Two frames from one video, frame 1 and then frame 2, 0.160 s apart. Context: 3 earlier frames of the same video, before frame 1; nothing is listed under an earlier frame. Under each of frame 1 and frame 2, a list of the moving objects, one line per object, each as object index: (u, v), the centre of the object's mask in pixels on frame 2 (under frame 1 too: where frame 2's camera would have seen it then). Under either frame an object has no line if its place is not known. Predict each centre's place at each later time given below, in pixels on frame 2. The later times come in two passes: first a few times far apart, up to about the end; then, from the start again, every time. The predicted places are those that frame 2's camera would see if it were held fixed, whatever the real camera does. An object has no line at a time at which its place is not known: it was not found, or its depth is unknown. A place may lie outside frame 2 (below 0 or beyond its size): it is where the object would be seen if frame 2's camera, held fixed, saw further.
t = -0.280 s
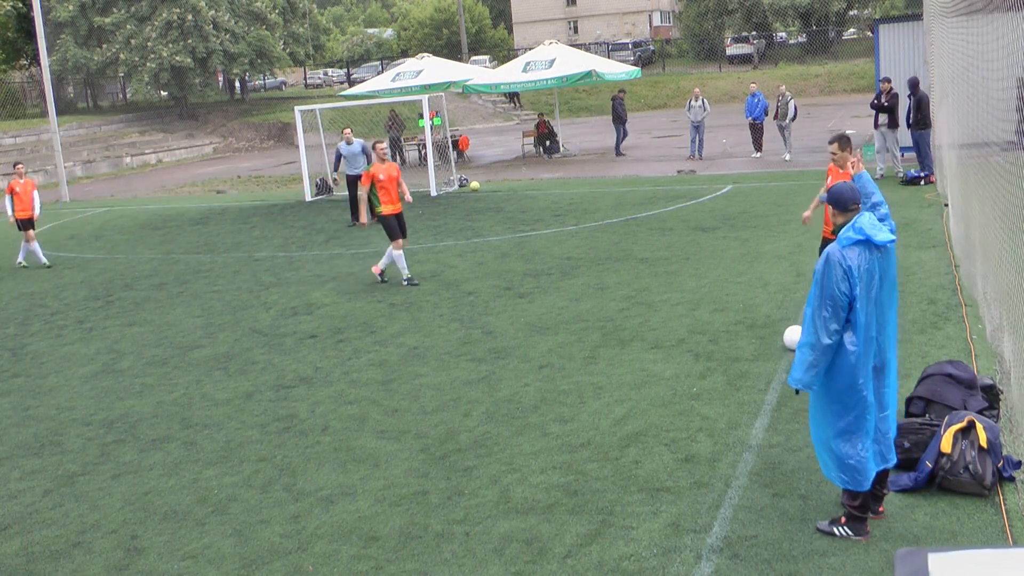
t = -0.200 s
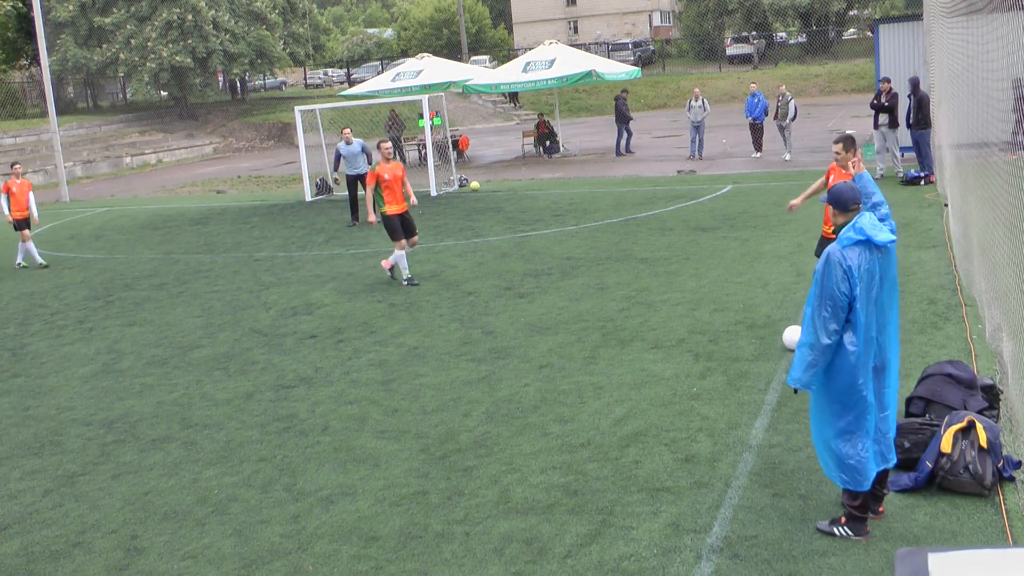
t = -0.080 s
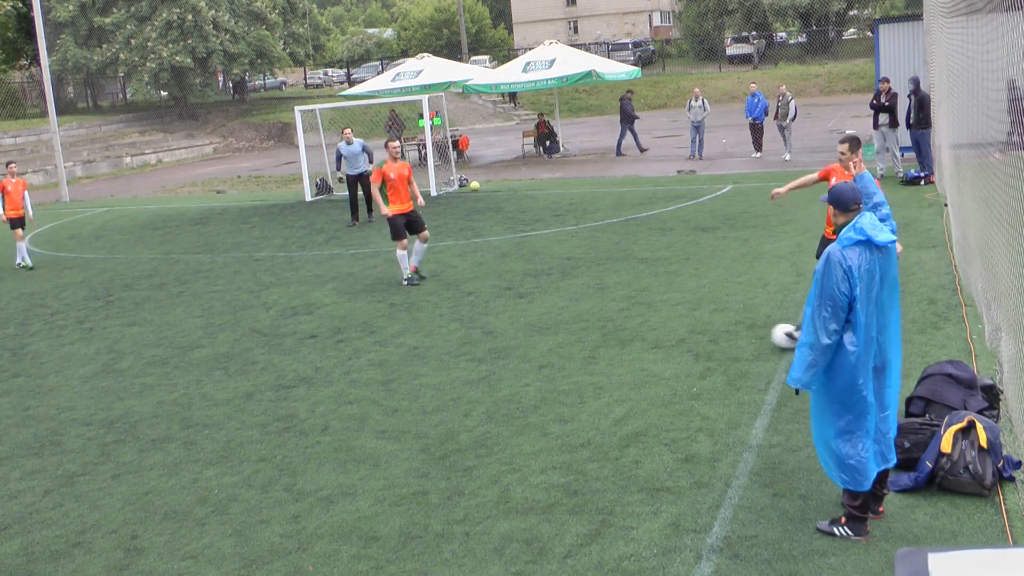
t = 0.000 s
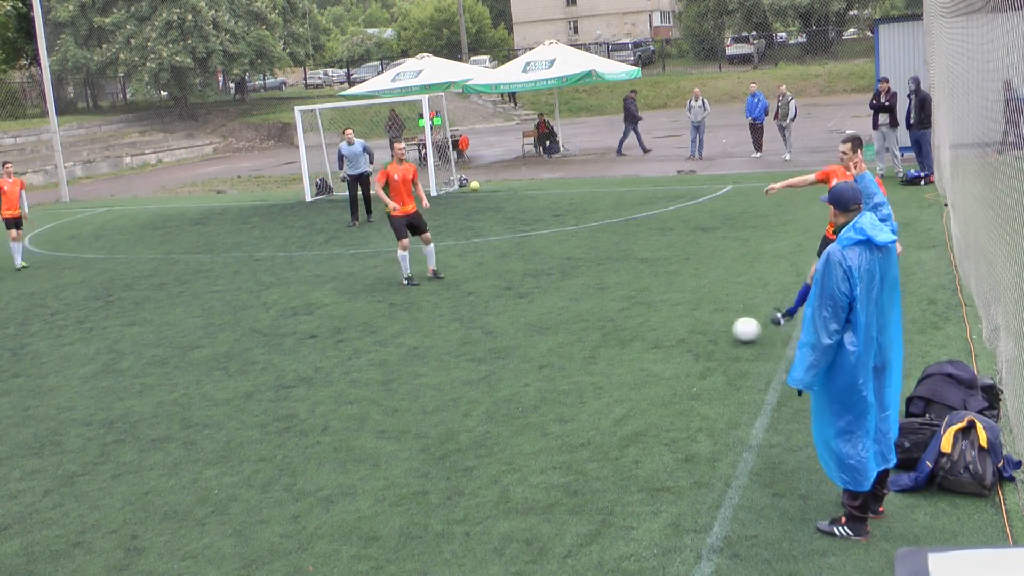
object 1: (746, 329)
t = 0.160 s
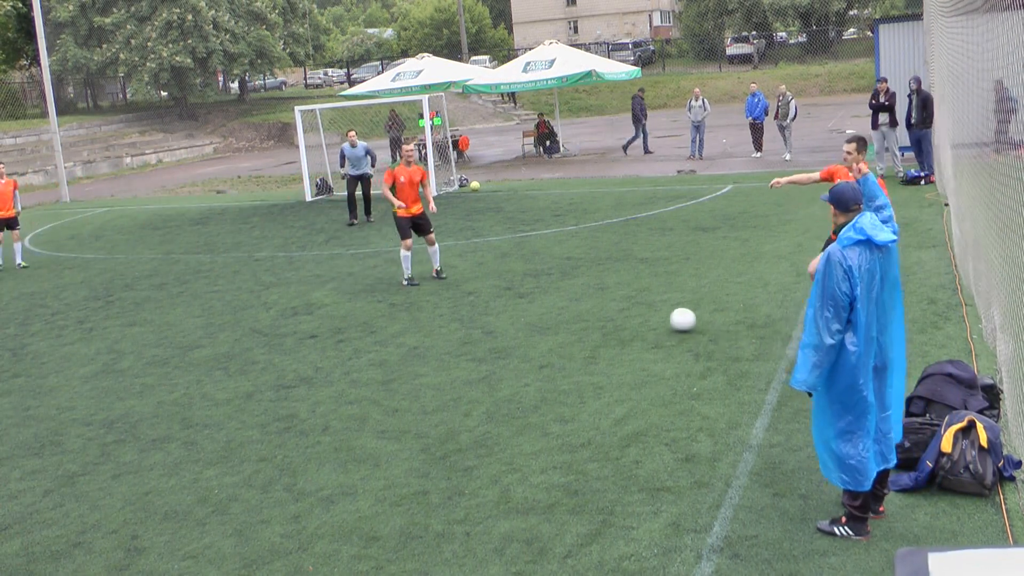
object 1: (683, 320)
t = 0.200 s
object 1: (669, 318)
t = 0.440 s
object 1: (604, 308)
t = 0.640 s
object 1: (558, 301)
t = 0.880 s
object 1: (509, 292)
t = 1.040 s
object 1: (480, 288)
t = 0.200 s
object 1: (669, 318)
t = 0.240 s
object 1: (657, 316)
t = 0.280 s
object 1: (645, 314)
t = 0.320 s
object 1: (635, 312)
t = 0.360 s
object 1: (625, 311)
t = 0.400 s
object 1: (614, 309)
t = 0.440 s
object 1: (604, 308)
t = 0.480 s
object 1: (595, 307)
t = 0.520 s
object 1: (585, 305)
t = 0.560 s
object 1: (575, 304)
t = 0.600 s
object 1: (567, 302)
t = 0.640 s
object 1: (558, 301)
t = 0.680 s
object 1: (549, 299)
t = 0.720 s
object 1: (541, 298)
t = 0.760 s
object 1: (532, 297)
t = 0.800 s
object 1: (524, 295)
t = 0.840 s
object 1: (516, 294)
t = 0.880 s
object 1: (509, 292)
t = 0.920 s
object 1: (501, 292)
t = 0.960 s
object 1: (494, 290)
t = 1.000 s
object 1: (487, 289)
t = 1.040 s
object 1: (480, 288)
